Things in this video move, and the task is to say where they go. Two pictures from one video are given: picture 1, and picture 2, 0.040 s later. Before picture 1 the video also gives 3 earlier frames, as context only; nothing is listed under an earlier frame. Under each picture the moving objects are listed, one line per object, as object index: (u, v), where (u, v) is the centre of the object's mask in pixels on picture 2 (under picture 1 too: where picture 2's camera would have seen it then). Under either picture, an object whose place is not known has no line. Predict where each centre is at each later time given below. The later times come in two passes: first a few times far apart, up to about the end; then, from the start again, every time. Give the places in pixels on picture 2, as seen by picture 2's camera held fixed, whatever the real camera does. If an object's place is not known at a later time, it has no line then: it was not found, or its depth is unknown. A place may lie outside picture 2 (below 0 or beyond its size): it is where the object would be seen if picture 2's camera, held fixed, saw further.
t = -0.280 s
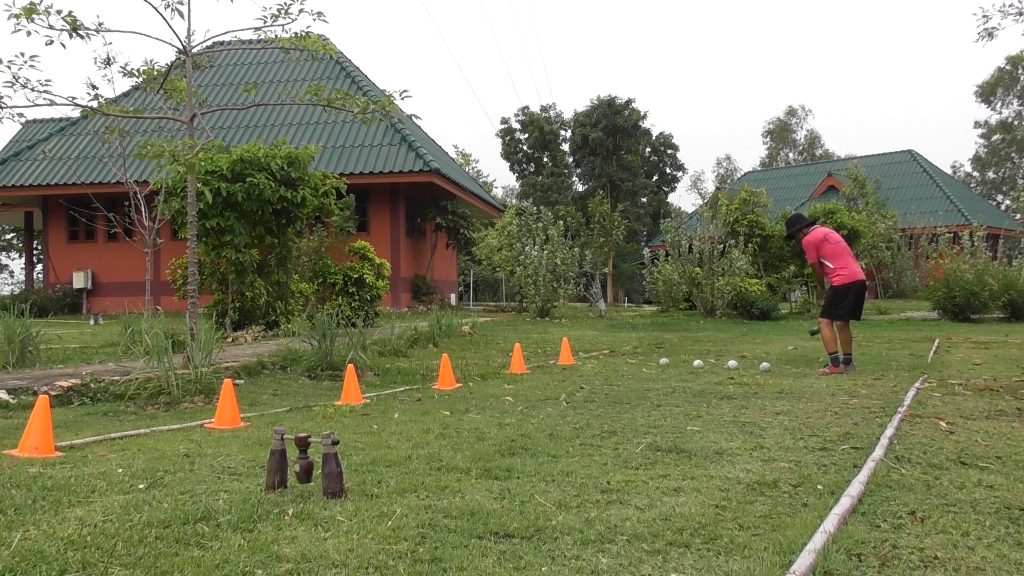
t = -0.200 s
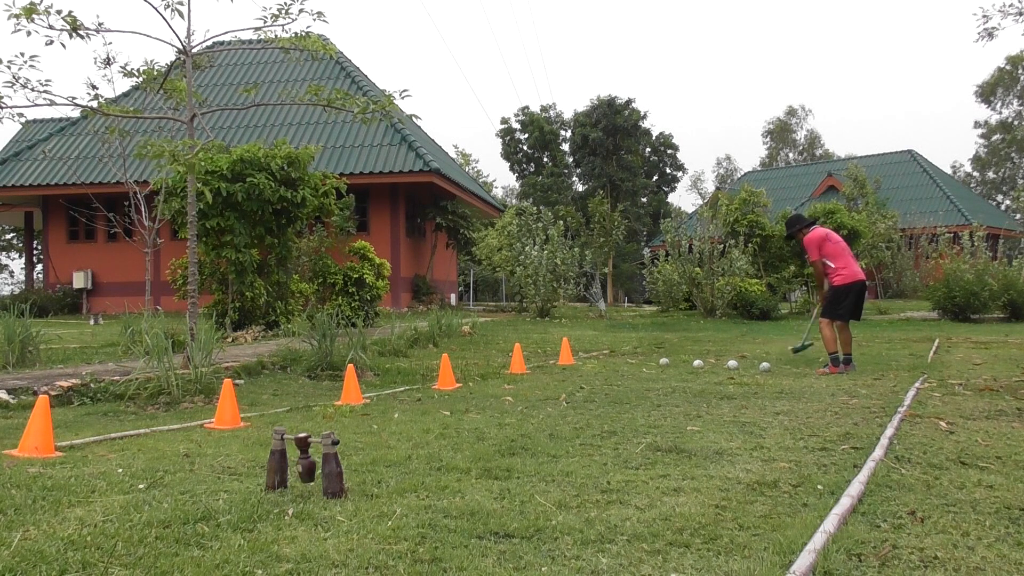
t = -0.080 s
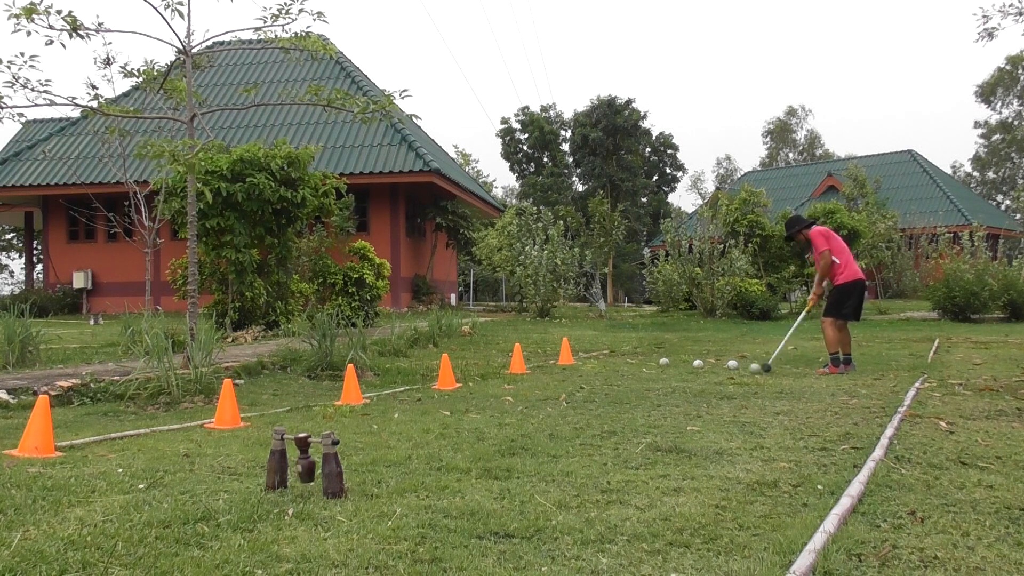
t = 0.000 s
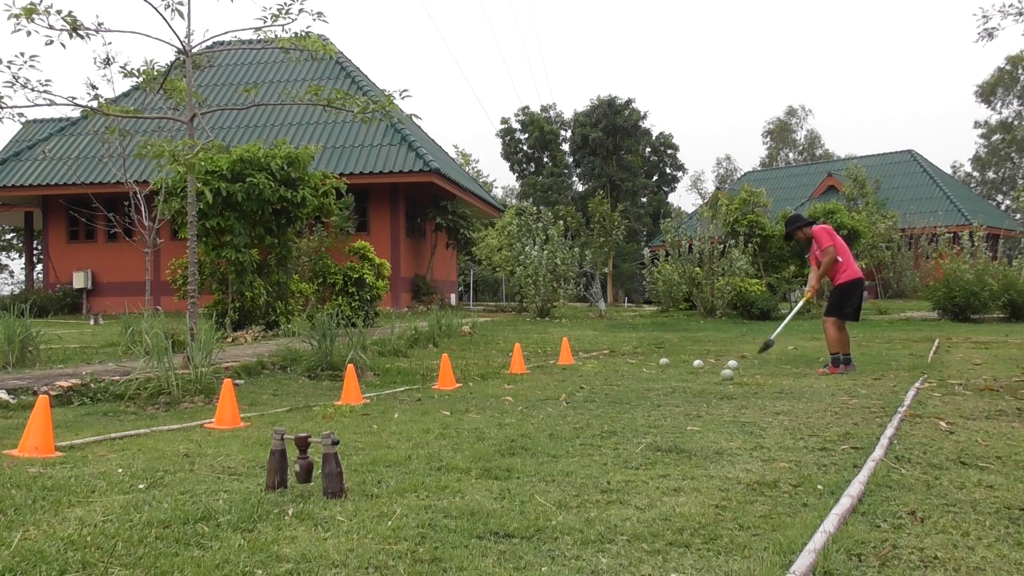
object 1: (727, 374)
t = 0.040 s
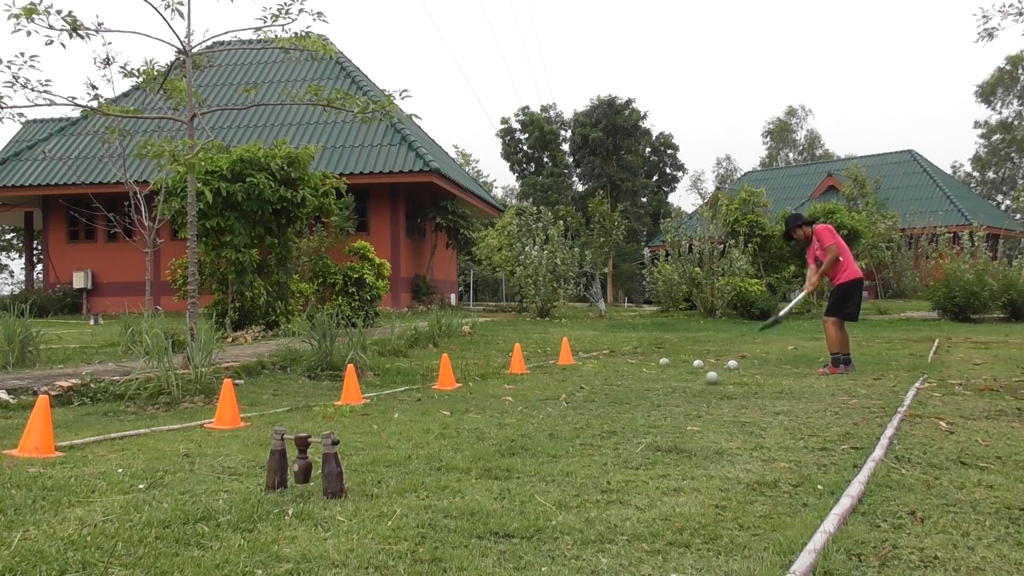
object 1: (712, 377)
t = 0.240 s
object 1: (625, 396)
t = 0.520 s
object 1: (442, 450)
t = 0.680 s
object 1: (307, 473)
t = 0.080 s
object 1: (696, 381)
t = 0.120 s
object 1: (679, 385)
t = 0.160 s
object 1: (663, 385)
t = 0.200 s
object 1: (645, 389)
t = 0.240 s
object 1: (625, 396)
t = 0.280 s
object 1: (604, 406)
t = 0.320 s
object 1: (580, 413)
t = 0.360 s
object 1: (557, 419)
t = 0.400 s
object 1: (530, 425)
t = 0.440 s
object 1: (503, 433)
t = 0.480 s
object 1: (473, 443)
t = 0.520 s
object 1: (442, 450)
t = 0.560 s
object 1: (407, 459)
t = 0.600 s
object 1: (369, 466)
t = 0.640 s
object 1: (318, 473)
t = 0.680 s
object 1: (307, 473)
